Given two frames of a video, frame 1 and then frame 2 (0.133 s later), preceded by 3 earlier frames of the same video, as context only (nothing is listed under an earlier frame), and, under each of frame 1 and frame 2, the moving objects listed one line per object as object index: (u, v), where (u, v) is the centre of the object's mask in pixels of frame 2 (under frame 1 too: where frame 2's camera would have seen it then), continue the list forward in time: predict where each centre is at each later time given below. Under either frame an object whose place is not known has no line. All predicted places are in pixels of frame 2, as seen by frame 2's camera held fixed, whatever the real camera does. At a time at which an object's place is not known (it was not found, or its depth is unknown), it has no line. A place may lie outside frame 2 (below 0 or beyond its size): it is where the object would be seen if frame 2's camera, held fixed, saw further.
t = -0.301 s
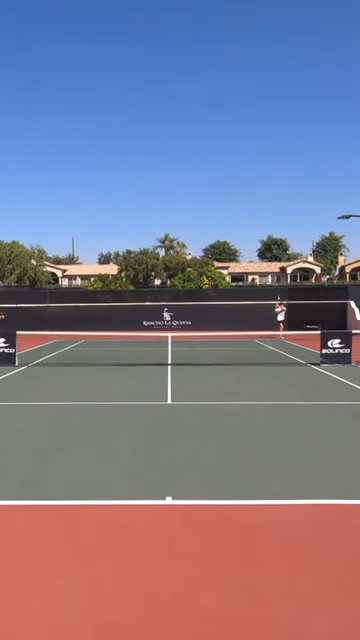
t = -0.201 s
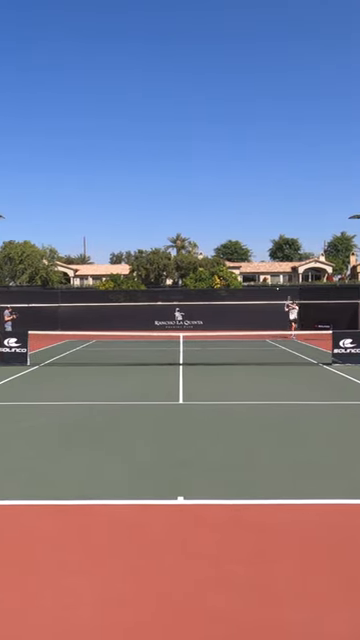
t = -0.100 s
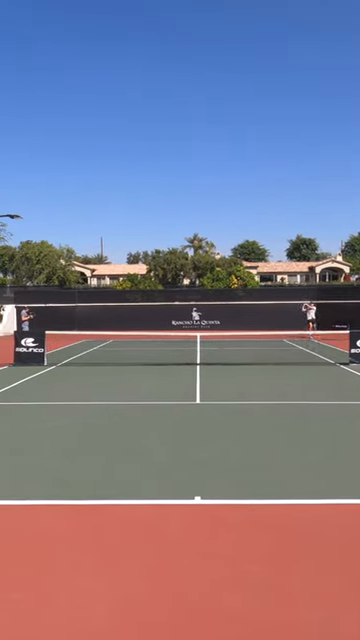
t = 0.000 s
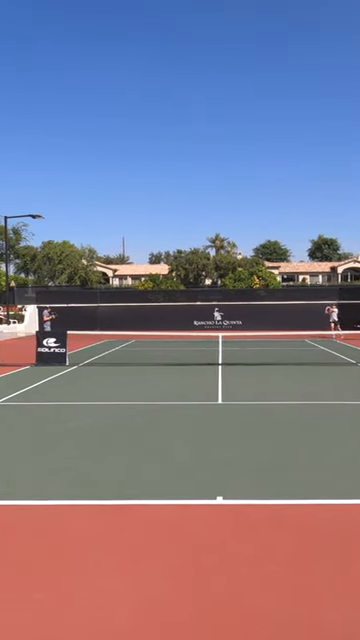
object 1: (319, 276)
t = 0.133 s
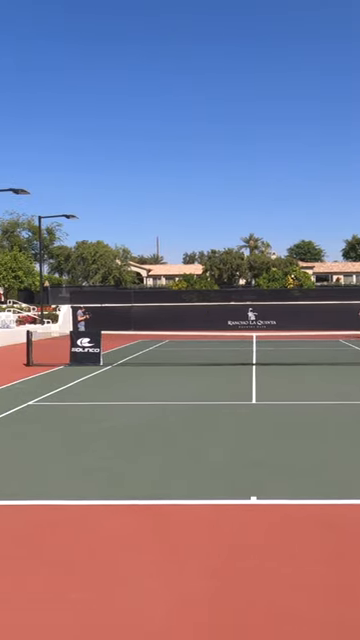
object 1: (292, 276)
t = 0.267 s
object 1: (259, 284)
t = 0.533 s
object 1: (167, 342)
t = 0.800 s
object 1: (23, 400)
